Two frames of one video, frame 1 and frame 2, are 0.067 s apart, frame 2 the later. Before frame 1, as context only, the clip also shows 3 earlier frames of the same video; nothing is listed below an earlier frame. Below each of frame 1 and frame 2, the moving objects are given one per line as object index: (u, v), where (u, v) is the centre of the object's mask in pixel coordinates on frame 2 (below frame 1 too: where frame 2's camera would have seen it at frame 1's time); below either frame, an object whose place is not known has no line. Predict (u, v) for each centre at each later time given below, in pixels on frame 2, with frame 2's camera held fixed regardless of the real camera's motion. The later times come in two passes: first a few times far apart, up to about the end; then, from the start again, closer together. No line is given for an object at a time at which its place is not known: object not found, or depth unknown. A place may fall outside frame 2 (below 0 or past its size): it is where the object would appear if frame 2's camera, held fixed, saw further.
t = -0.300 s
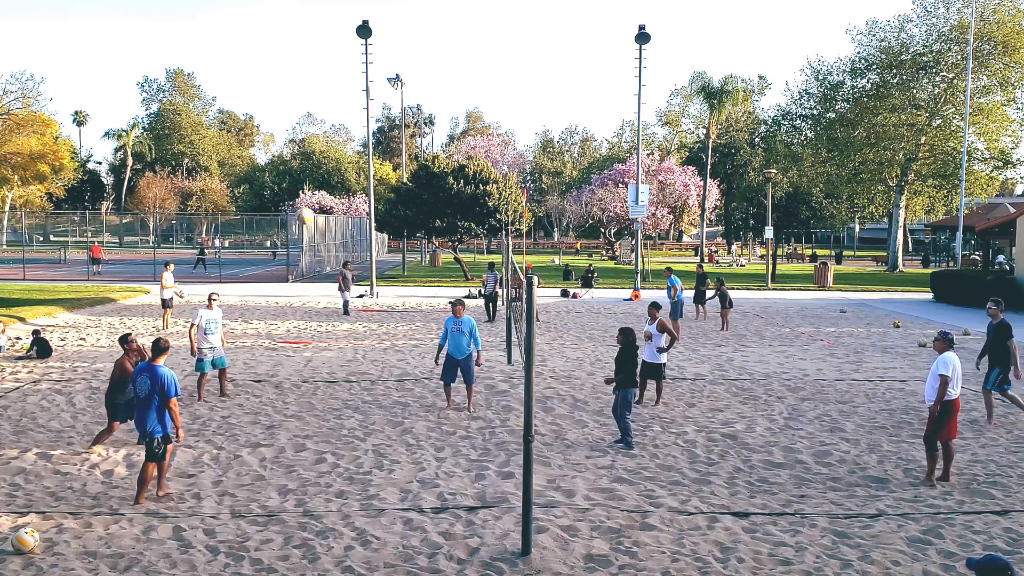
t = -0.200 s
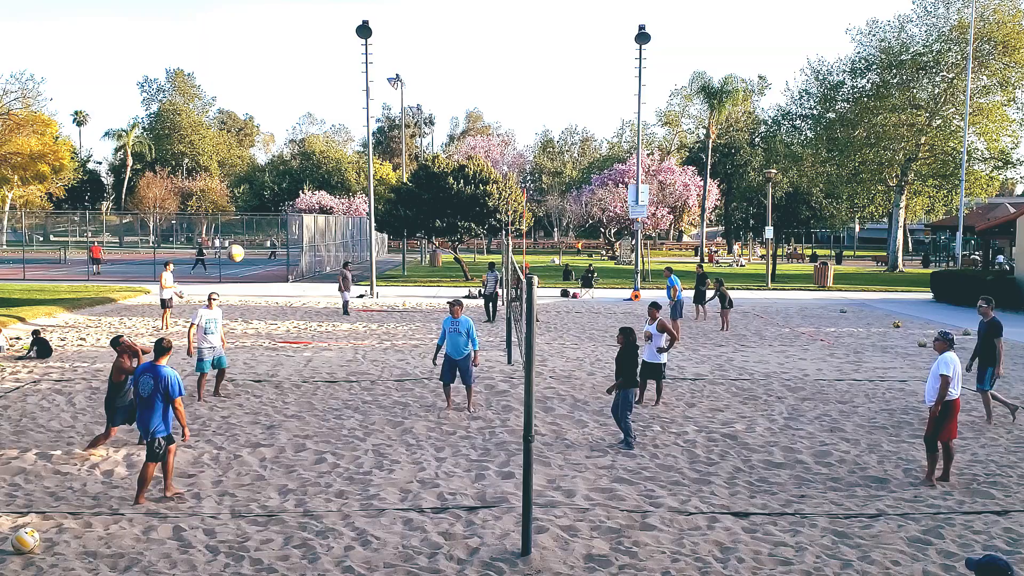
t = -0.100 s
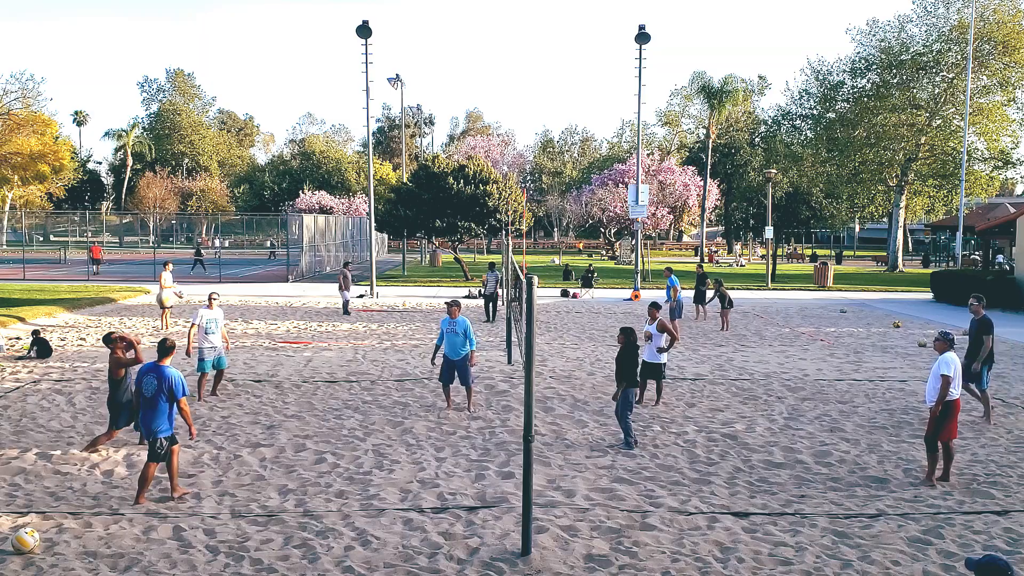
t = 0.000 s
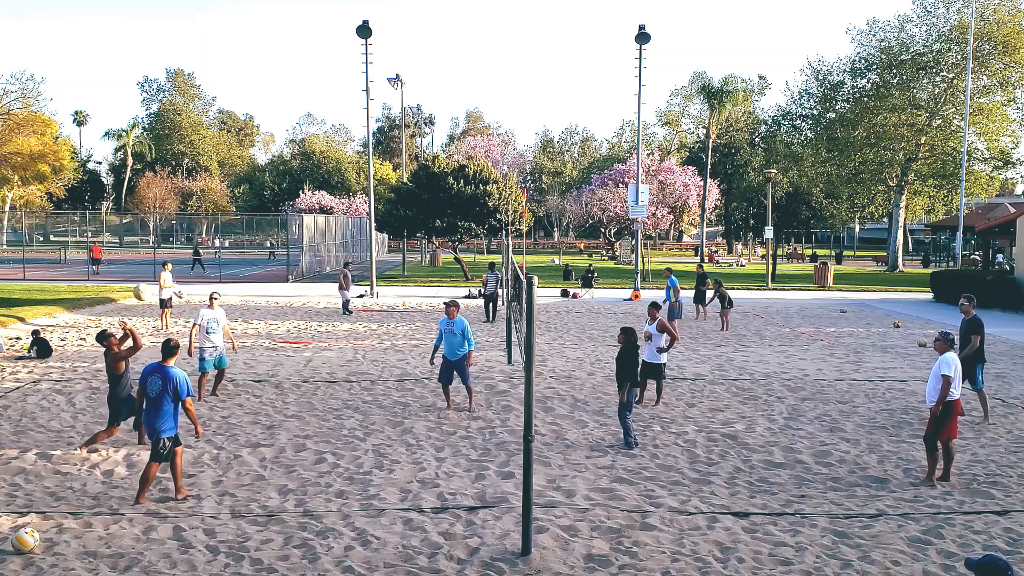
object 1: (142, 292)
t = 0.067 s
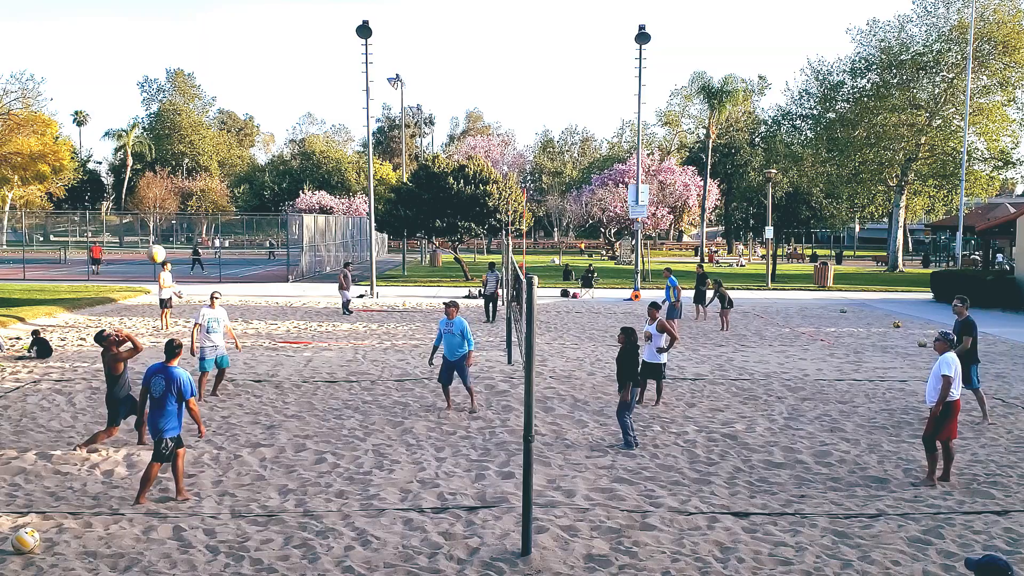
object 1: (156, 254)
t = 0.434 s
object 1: (233, 105)
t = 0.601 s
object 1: (269, 72)
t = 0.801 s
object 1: (313, 63)
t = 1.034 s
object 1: (365, 95)
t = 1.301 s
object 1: (425, 188)
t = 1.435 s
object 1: (453, 257)
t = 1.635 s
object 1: (495, 384)
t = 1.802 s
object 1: (519, 467)
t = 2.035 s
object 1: (543, 414)
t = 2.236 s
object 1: (557, 407)
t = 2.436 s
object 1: (574, 439)
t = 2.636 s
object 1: (590, 509)
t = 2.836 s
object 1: (596, 484)
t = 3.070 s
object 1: (604, 507)
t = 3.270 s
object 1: (604, 523)
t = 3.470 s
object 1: (598, 526)
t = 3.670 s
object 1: (591, 527)
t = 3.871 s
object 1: (587, 528)
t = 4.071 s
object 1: (586, 529)
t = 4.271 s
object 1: (585, 530)
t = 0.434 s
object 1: (233, 105)
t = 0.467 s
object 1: (240, 96)
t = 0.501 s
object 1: (247, 89)
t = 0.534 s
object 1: (255, 83)
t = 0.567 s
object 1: (262, 77)
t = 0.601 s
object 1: (269, 72)
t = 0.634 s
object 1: (276, 68)
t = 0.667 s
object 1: (284, 65)
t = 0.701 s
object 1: (291, 63)
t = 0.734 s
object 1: (299, 62)
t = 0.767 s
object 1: (306, 62)
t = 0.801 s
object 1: (313, 63)
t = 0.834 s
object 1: (320, 65)
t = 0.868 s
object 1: (328, 67)
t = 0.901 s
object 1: (335, 71)
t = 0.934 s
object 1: (342, 76)
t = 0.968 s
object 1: (350, 81)
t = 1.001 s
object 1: (359, 87)
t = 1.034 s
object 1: (365, 95)
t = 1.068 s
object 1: (373, 104)
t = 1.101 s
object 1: (381, 112)
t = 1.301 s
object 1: (425, 188)
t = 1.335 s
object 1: (432, 204)
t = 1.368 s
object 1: (439, 221)
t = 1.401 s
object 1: (446, 238)
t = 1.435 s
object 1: (453, 257)
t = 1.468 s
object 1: (460, 276)
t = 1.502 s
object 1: (467, 296)
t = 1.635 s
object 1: (495, 384)
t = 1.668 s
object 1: (502, 407)
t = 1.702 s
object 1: (510, 432)
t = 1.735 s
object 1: (516, 460)
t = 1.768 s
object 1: (518, 479)
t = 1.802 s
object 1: (519, 467)
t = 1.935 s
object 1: (539, 431)
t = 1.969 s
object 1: (540, 424)
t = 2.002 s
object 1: (542, 419)
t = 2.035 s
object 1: (543, 414)
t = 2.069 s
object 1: (545, 410)
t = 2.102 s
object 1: (547, 407)
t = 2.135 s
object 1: (550, 406)
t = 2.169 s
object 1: (552, 405)
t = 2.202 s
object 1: (555, 406)
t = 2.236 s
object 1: (557, 407)
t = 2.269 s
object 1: (560, 410)
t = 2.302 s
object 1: (563, 413)
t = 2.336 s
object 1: (566, 418)
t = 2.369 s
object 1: (568, 424)
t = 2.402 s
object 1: (571, 431)
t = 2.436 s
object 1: (574, 439)
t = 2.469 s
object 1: (576, 448)
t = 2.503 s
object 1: (578, 458)
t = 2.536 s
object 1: (582, 470)
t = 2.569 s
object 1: (584, 482)
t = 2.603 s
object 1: (587, 496)
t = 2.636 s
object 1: (590, 509)
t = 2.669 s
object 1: (590, 501)
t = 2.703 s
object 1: (591, 496)
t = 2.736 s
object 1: (592, 491)
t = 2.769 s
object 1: (593, 488)
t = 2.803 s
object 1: (595, 485)
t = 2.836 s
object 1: (596, 484)
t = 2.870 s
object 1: (597, 484)
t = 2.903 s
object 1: (599, 485)
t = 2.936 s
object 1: (599, 487)
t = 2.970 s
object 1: (601, 490)
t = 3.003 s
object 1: (602, 495)
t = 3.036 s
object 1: (603, 500)
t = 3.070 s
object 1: (604, 507)
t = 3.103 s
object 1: (605, 515)
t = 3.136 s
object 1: (606, 518)
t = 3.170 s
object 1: (606, 519)
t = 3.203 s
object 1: (605, 521)
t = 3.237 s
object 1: (605, 522)
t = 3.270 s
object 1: (604, 523)
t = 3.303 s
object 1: (603, 524)
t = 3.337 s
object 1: (602, 525)
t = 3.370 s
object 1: (602, 524)
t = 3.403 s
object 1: (601, 525)
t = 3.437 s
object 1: (599, 525)
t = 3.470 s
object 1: (598, 526)
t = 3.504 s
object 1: (597, 526)
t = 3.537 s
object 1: (596, 526)
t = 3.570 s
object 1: (594, 527)
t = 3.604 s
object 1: (593, 526)
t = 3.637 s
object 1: (592, 526)
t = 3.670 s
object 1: (591, 527)
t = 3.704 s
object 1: (590, 527)
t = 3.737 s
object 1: (589, 527)
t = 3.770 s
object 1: (588, 527)
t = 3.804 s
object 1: (588, 527)
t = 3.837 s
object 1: (588, 527)
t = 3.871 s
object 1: (587, 528)
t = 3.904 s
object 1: (587, 528)
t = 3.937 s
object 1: (587, 529)
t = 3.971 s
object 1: (587, 529)
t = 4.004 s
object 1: (586, 529)
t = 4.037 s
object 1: (586, 529)
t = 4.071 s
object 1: (586, 529)
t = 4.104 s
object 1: (585, 529)
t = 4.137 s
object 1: (585, 529)
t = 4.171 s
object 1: (585, 529)
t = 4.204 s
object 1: (584, 529)
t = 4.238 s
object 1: (584, 529)
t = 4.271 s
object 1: (585, 530)
